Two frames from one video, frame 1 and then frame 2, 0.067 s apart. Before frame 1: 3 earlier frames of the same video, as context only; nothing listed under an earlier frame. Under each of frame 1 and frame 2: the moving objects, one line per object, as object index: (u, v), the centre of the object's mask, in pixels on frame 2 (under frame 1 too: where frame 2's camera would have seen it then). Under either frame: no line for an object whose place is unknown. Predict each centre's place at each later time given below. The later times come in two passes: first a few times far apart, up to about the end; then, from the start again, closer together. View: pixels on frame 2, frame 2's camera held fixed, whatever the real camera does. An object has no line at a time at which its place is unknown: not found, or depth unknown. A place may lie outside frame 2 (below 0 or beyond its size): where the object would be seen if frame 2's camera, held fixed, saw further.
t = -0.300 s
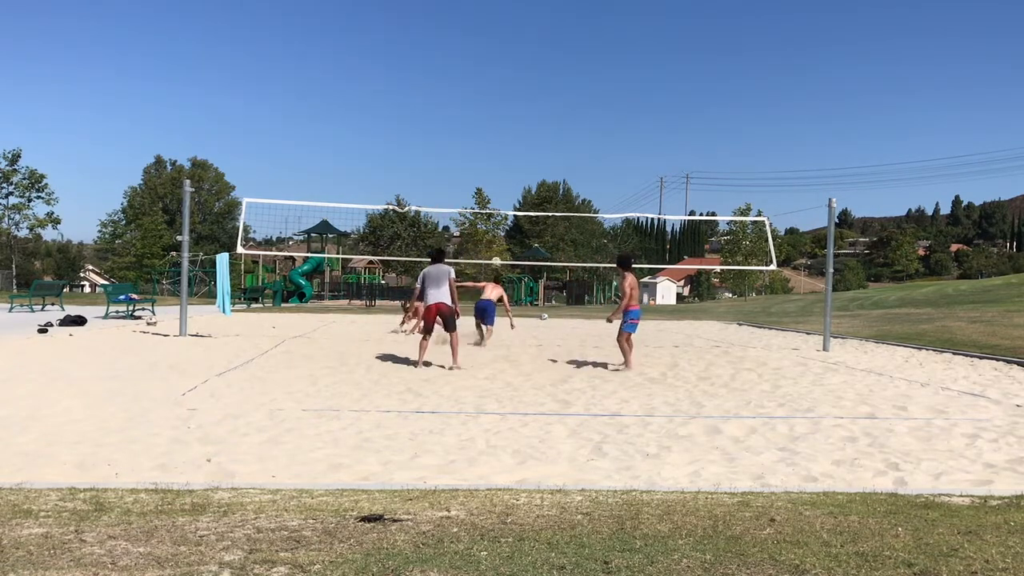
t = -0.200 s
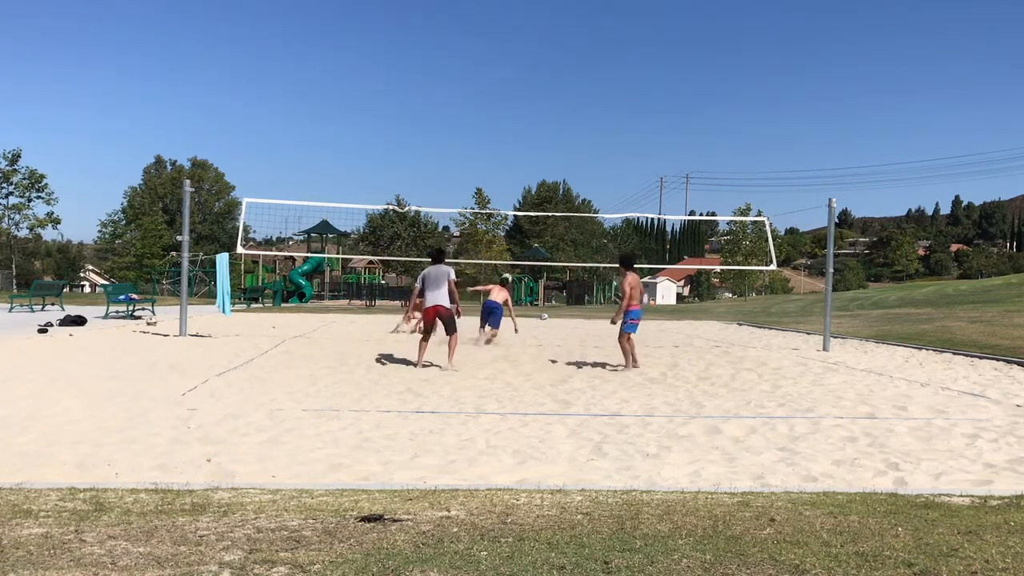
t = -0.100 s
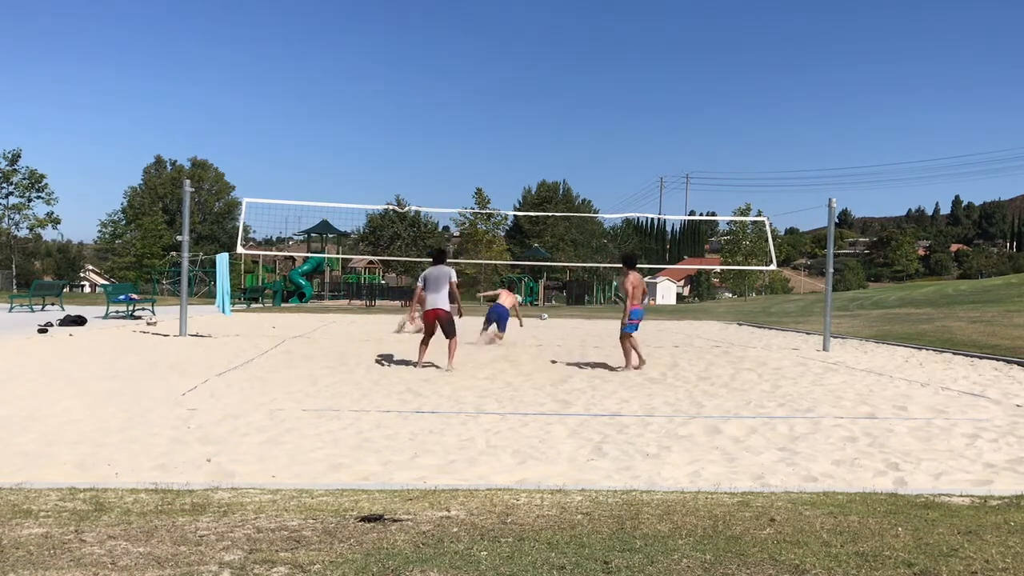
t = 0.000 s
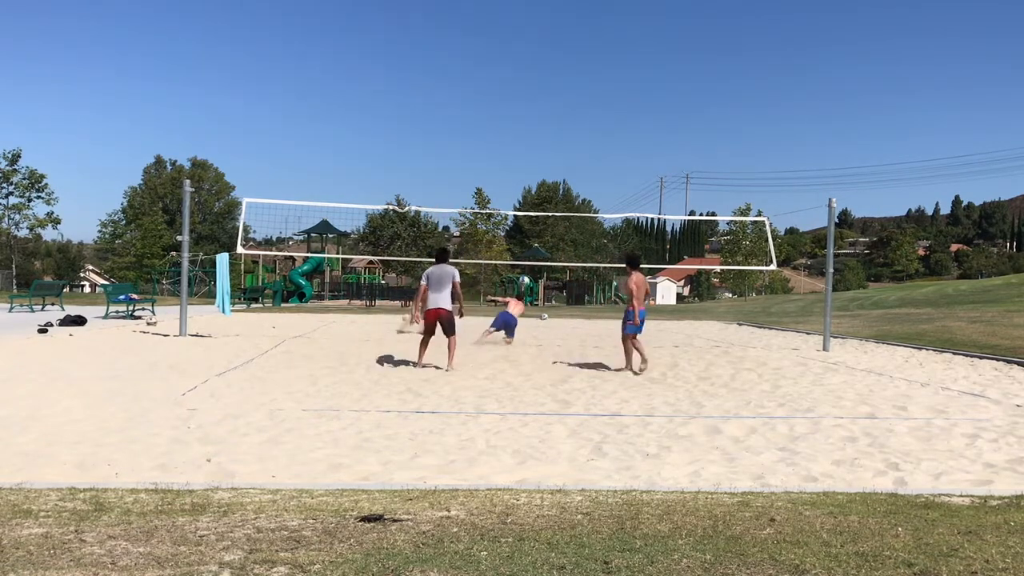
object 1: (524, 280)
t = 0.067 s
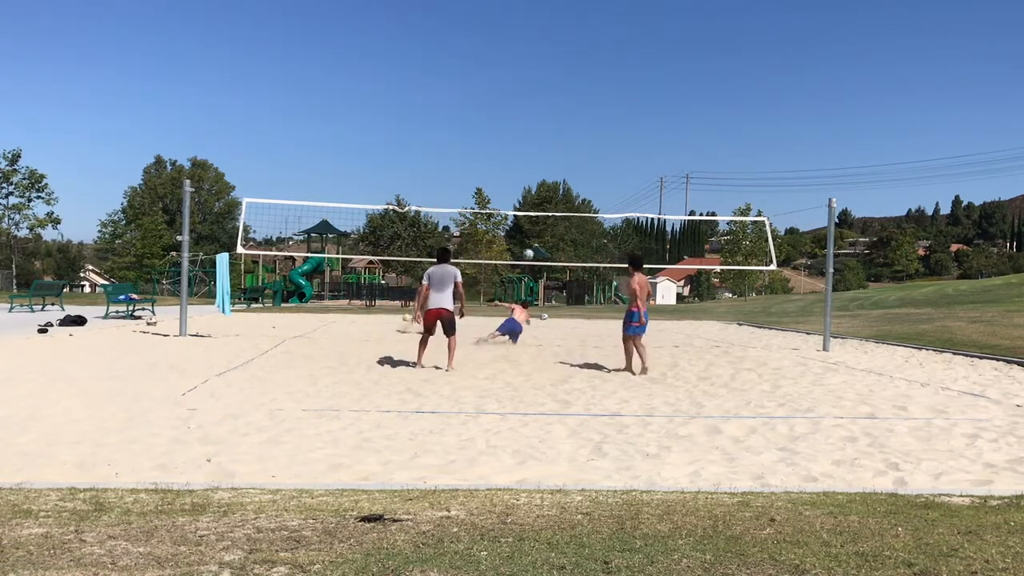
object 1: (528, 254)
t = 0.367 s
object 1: (546, 161)
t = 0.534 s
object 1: (556, 130)
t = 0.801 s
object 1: (571, 109)
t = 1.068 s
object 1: (584, 120)
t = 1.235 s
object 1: (593, 142)
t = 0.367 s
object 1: (546, 161)
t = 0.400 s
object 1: (548, 154)
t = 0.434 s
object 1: (550, 148)
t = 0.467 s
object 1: (552, 141)
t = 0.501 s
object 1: (554, 135)
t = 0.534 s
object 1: (556, 130)
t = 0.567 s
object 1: (557, 126)
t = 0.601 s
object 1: (560, 122)
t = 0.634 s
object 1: (562, 118)
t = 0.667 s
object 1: (563, 115)
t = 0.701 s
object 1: (565, 112)
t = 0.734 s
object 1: (568, 111)
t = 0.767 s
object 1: (569, 110)
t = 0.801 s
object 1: (571, 109)
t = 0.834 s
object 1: (572, 108)
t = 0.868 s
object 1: (574, 108)
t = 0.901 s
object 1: (576, 109)
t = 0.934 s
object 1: (577, 110)
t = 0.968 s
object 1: (580, 112)
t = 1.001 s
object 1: (581, 114)
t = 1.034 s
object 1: (583, 117)
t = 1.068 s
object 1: (584, 120)
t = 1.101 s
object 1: (586, 123)
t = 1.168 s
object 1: (589, 133)
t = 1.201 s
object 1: (591, 137)
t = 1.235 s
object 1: (593, 142)
